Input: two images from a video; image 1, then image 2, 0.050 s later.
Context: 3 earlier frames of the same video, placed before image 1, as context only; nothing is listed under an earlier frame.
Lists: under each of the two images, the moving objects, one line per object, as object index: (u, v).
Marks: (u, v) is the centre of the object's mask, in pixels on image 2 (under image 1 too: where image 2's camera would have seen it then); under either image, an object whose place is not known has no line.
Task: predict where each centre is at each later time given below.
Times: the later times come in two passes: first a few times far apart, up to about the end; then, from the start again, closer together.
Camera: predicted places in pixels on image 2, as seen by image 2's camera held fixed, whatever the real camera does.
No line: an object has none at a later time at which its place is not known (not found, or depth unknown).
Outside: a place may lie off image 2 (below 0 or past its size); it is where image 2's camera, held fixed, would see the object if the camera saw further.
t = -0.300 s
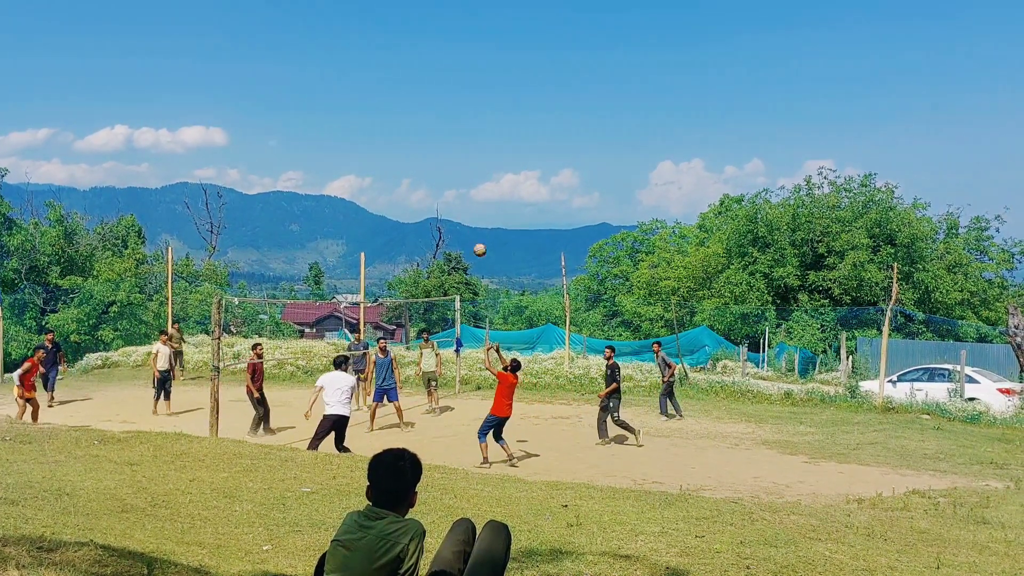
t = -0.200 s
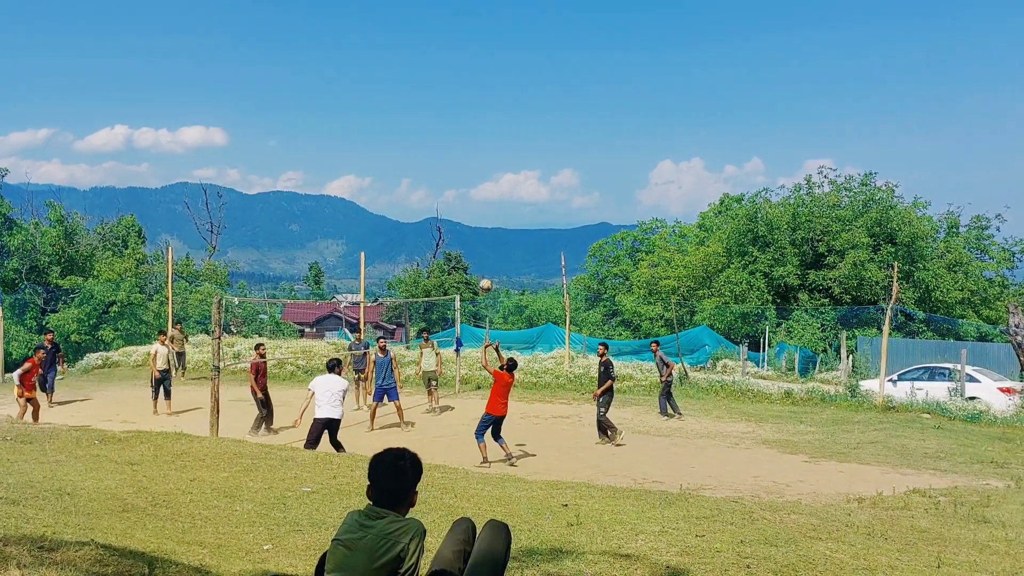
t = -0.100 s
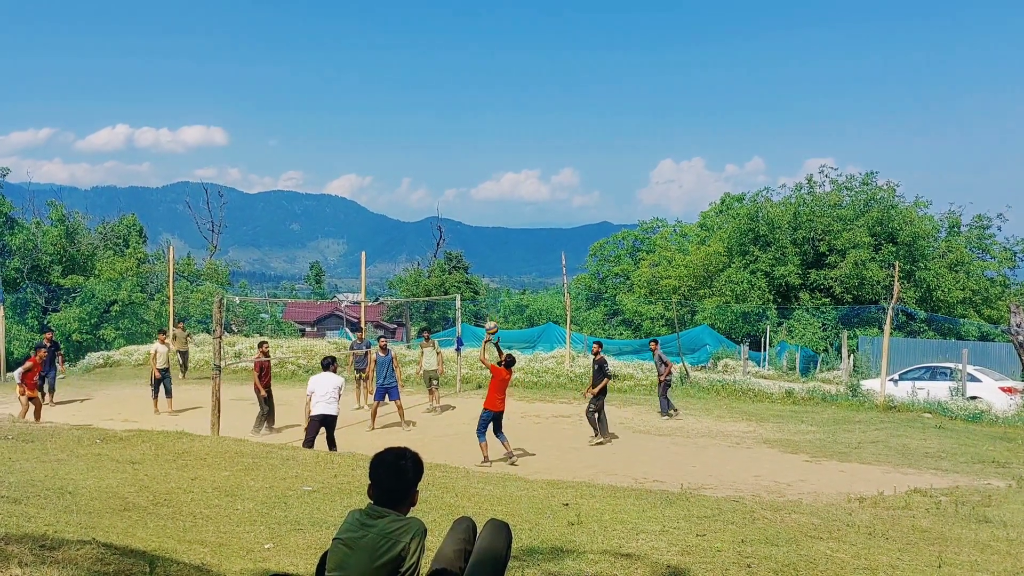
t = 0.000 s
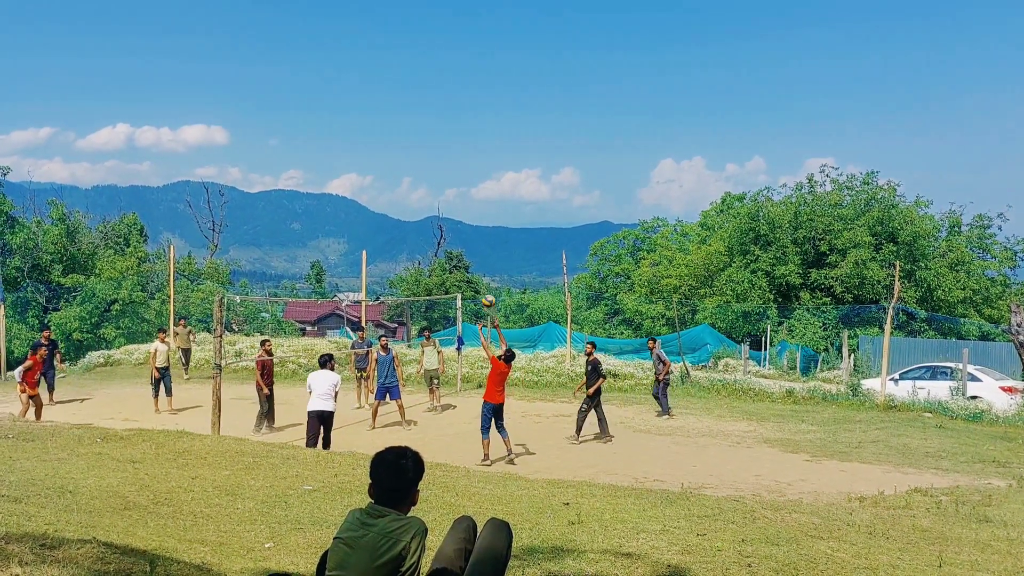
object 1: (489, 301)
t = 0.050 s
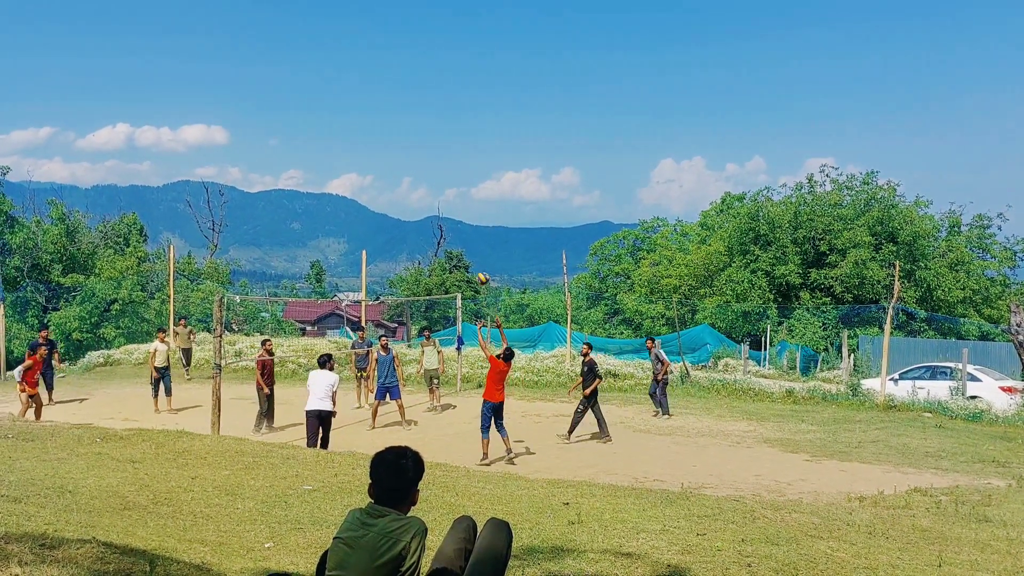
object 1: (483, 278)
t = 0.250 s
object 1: (461, 207)
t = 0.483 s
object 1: (437, 158)
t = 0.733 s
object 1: (412, 143)
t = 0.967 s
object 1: (390, 164)
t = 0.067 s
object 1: (482, 271)
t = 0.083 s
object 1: (479, 265)
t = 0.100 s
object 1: (476, 258)
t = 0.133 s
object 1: (473, 245)
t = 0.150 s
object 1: (471, 239)
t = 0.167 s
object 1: (470, 233)
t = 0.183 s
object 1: (467, 228)
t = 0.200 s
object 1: (466, 222)
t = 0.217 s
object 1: (464, 217)
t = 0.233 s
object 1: (462, 212)
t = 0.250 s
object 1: (461, 207)
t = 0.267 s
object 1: (459, 202)
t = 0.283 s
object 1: (457, 198)
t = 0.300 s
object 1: (455, 193)
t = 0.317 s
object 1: (454, 189)
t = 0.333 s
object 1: (452, 185)
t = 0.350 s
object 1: (450, 181)
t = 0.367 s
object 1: (449, 178)
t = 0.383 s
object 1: (447, 174)
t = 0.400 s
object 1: (445, 171)
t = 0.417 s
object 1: (443, 168)
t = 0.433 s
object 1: (442, 165)
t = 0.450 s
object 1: (440, 163)
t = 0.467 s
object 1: (438, 160)
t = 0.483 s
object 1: (437, 158)
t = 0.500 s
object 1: (435, 156)
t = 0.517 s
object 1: (433, 154)
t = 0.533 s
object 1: (432, 152)
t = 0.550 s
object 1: (430, 150)
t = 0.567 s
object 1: (429, 149)
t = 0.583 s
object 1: (427, 147)
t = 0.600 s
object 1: (425, 146)
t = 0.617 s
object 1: (423, 145)
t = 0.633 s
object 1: (422, 145)
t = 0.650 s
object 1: (420, 144)
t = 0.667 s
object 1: (419, 143)
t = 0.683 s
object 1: (417, 143)
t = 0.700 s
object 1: (415, 143)
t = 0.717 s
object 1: (414, 143)
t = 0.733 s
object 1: (412, 143)
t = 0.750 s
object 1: (411, 144)
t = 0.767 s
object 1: (409, 145)
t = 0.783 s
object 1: (407, 145)
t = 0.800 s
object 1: (406, 146)
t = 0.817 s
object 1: (405, 147)
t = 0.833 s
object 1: (403, 149)
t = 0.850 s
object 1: (401, 150)
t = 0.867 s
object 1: (400, 151)
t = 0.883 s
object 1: (398, 153)
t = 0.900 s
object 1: (397, 155)
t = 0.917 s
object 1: (396, 157)
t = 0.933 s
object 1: (393, 159)
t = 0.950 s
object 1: (392, 161)
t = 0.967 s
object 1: (390, 164)
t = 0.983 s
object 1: (389, 166)
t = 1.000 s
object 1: (388, 169)
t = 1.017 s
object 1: (386, 172)
